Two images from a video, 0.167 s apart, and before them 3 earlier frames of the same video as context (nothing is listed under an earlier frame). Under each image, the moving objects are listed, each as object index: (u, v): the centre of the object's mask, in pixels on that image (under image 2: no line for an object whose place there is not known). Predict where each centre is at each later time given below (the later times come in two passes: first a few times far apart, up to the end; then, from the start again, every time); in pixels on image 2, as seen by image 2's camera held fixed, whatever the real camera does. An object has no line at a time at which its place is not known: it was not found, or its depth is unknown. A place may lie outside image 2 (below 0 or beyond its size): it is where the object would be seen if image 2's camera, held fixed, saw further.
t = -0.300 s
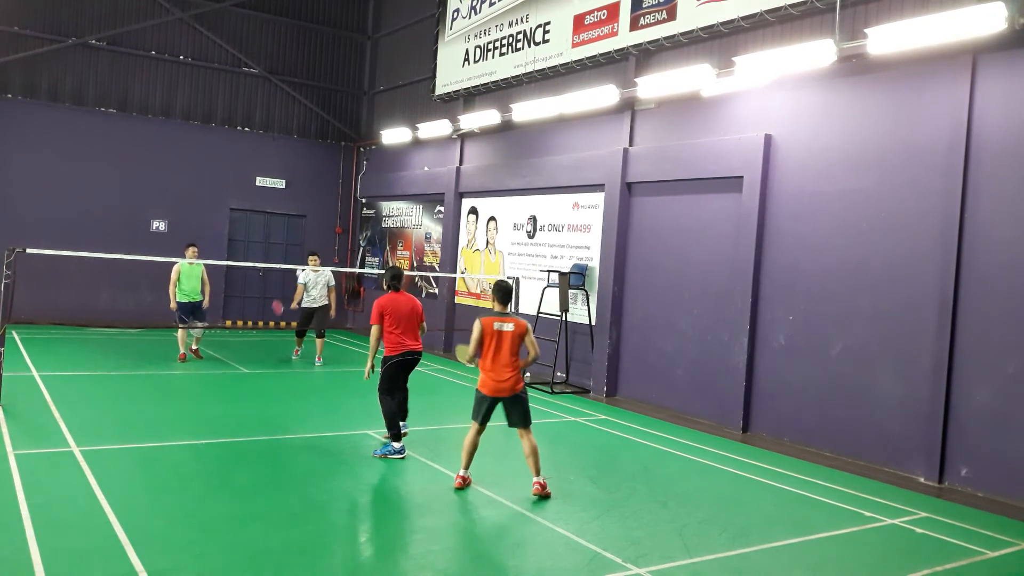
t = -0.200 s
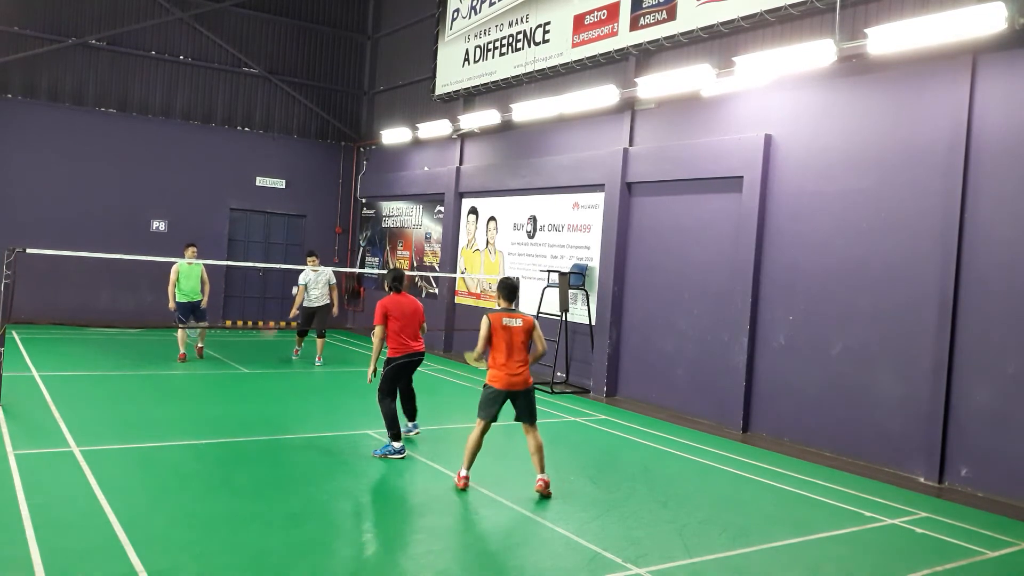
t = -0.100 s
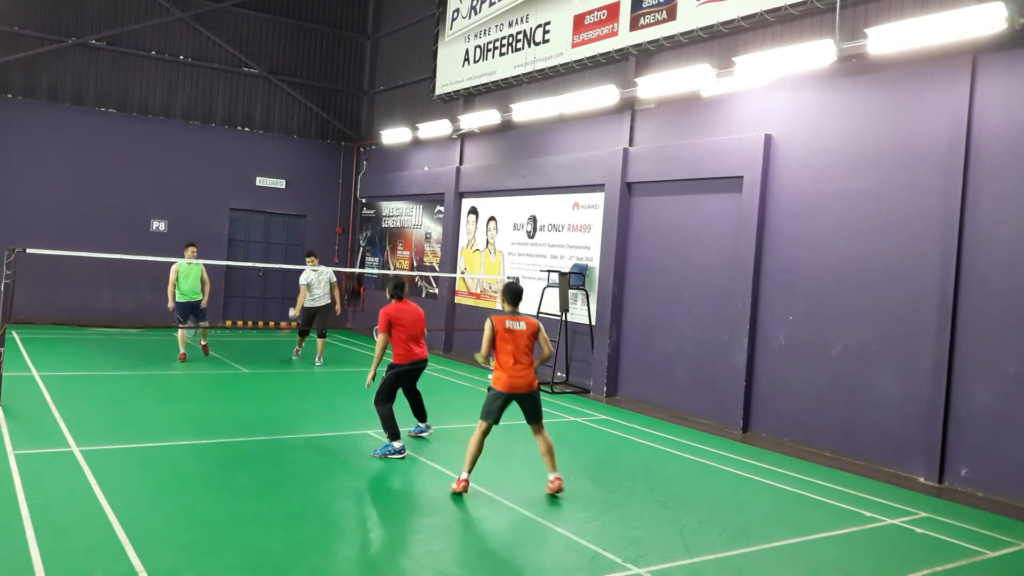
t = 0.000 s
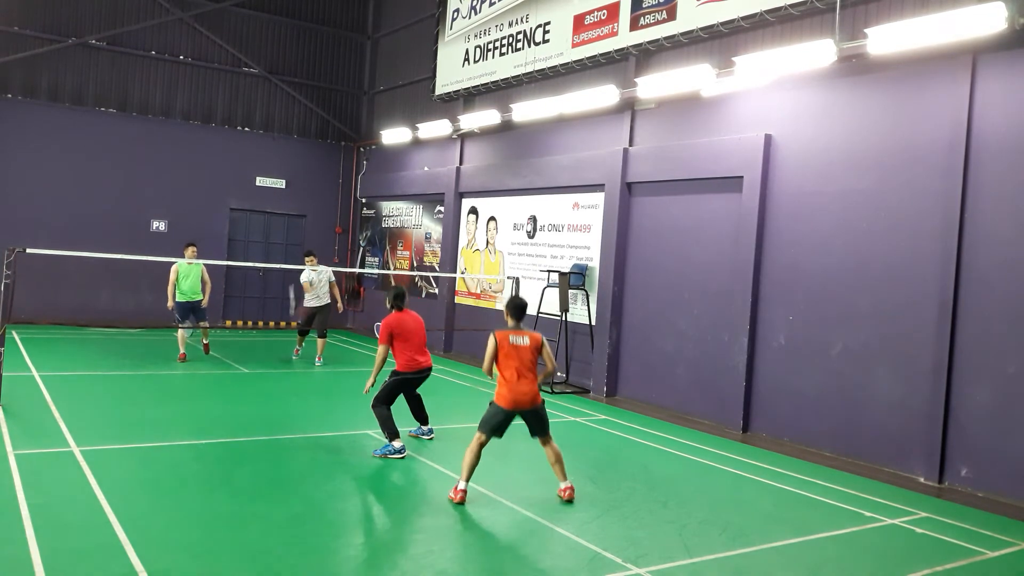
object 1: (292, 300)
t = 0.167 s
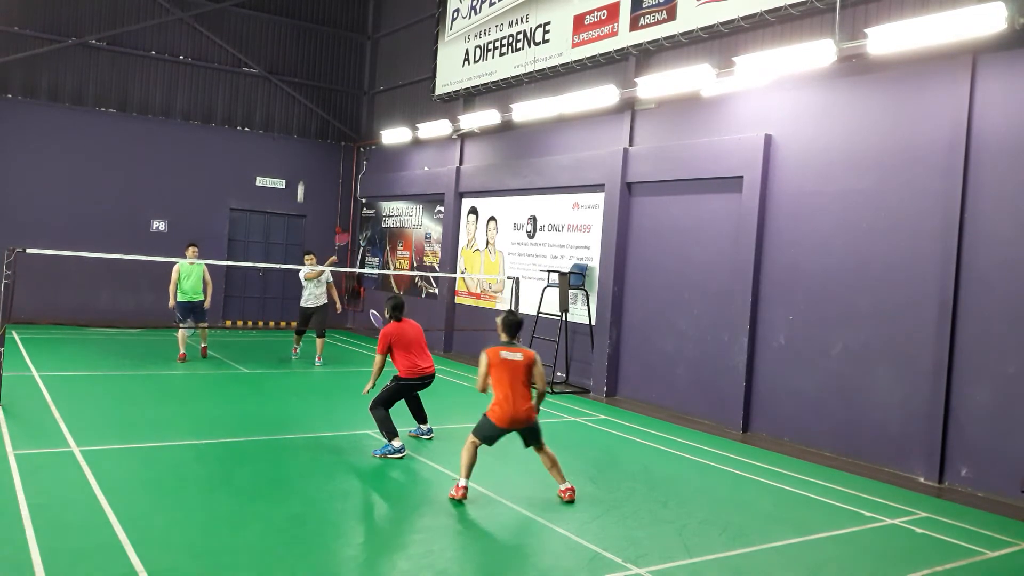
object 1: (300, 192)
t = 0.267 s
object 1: (304, 145)
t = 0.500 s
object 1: (306, 79)
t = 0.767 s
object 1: (299, 77)
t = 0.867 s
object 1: (293, 101)
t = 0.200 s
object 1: (302, 175)
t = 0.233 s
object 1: (303, 160)
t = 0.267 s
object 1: (304, 145)
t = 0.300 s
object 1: (305, 133)
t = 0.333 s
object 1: (305, 120)
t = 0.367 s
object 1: (305, 110)
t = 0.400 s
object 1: (306, 100)
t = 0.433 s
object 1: (306, 92)
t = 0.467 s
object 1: (305, 85)
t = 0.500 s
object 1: (306, 79)
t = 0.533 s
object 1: (305, 73)
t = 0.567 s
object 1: (305, 70)
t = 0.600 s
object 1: (304, 68)
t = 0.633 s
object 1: (304, 67)
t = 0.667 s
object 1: (303, 67)
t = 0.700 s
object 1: (302, 69)
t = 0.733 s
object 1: (301, 72)
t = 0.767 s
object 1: (299, 77)
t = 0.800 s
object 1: (298, 83)
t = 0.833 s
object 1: (296, 91)
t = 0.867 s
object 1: (293, 101)
